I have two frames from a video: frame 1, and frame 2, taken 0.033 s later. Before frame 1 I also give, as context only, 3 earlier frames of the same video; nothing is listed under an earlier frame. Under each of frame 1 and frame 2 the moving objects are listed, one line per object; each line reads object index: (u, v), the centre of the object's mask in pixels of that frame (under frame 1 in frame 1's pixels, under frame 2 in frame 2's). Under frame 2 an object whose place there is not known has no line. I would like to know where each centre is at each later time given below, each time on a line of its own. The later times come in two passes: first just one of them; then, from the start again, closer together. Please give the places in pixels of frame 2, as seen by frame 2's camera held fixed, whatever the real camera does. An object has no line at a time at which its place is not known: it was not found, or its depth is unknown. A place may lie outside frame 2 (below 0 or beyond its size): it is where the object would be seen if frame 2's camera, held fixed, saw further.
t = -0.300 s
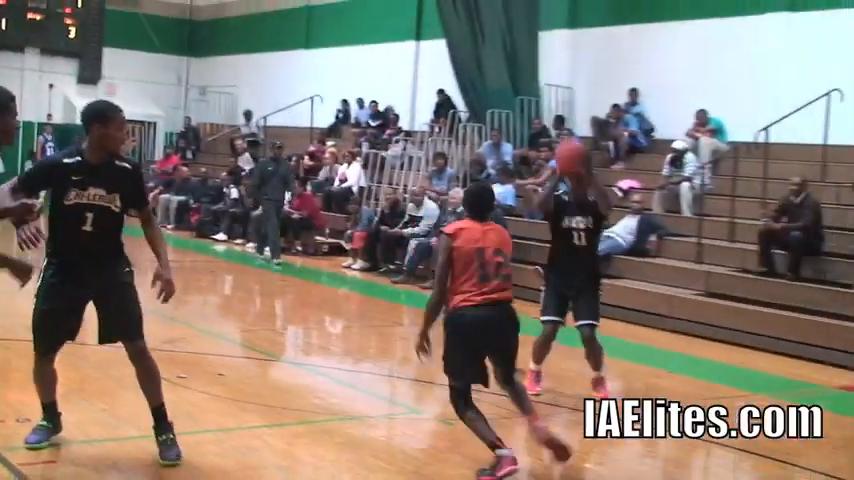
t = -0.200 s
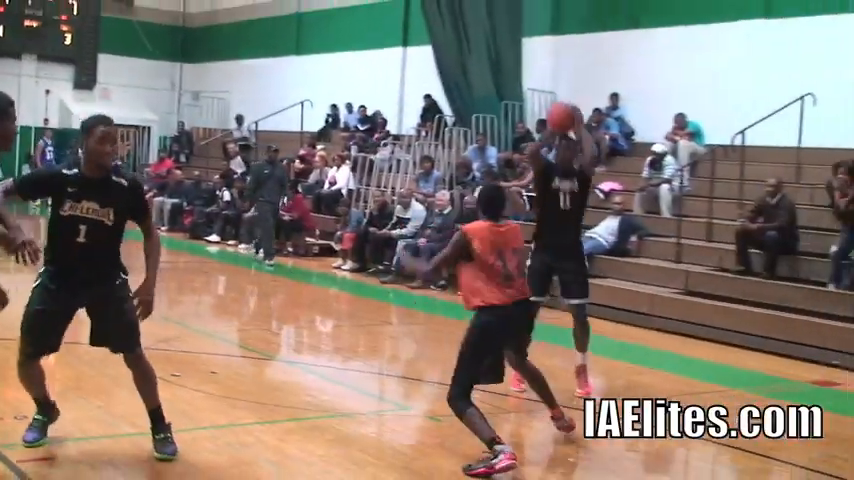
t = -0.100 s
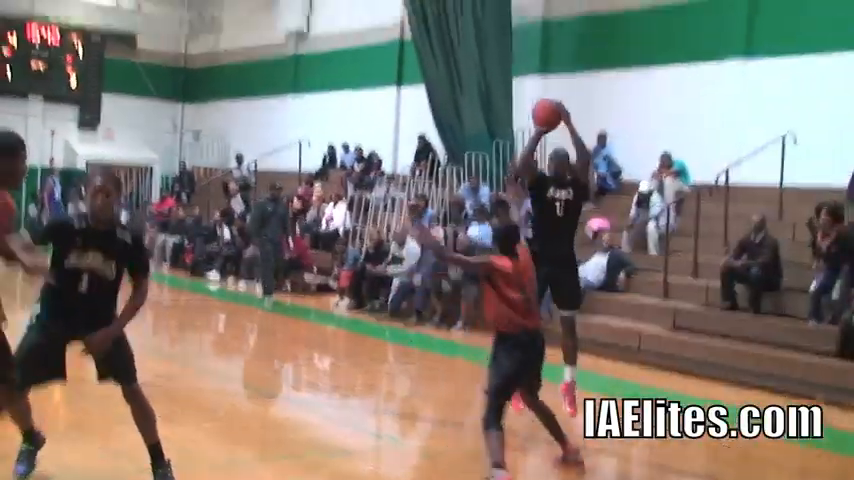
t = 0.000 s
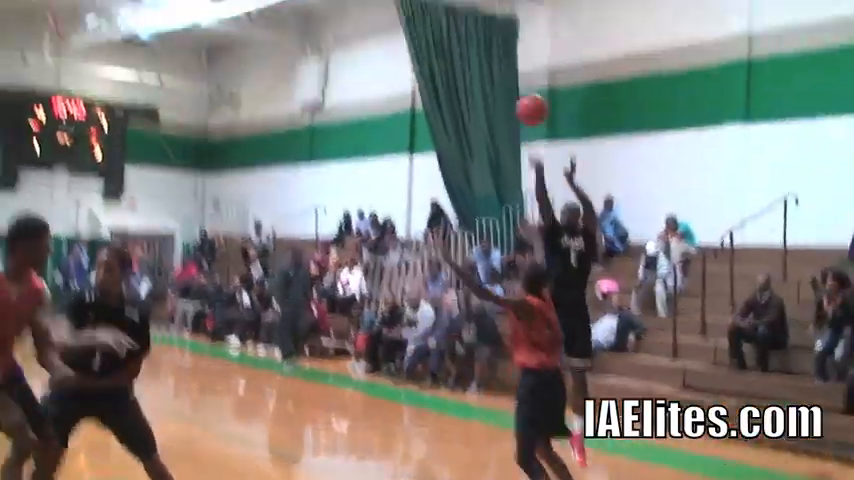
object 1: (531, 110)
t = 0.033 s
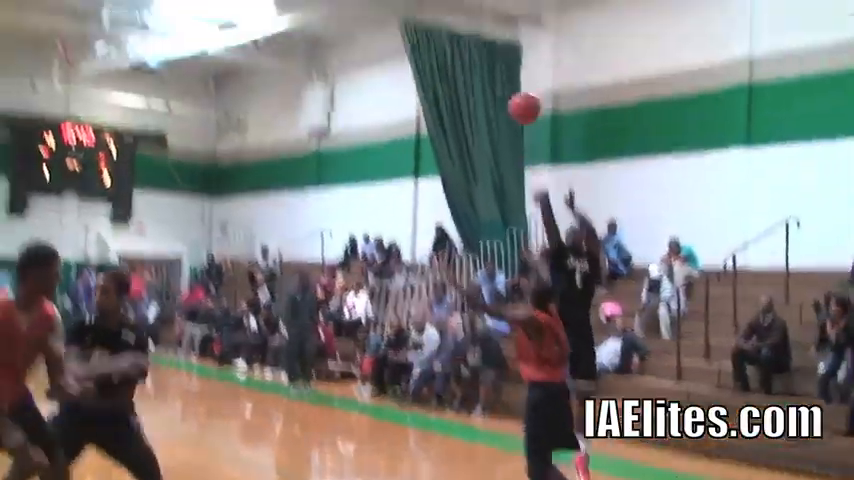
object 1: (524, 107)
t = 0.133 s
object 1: (488, 30)
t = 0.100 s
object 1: (500, 56)
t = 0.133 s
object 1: (488, 30)
